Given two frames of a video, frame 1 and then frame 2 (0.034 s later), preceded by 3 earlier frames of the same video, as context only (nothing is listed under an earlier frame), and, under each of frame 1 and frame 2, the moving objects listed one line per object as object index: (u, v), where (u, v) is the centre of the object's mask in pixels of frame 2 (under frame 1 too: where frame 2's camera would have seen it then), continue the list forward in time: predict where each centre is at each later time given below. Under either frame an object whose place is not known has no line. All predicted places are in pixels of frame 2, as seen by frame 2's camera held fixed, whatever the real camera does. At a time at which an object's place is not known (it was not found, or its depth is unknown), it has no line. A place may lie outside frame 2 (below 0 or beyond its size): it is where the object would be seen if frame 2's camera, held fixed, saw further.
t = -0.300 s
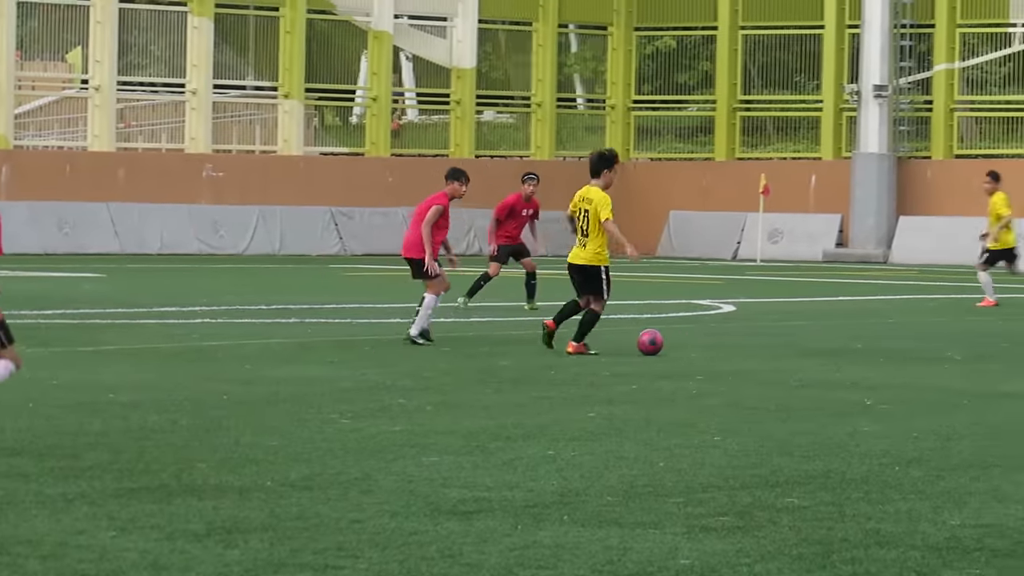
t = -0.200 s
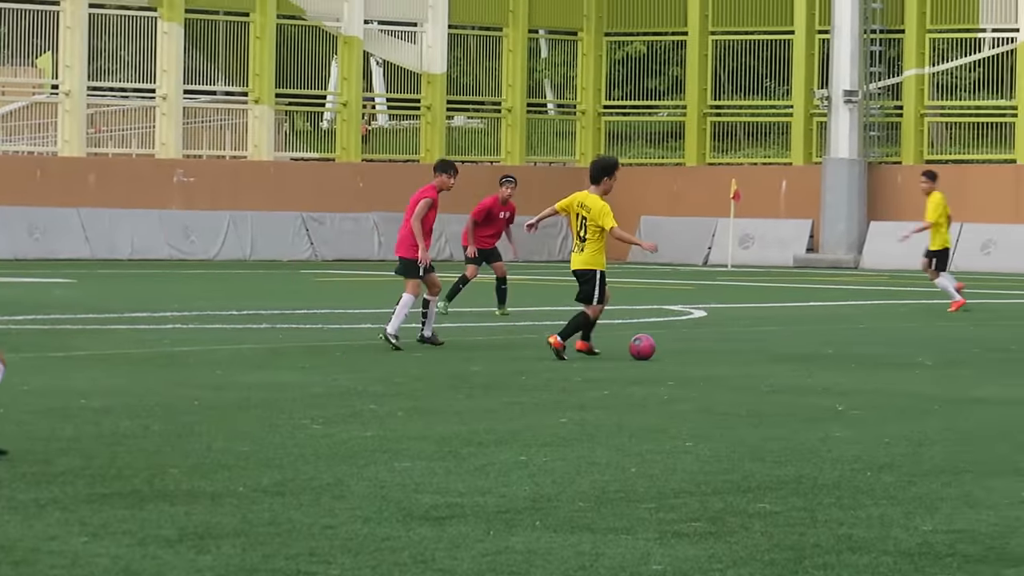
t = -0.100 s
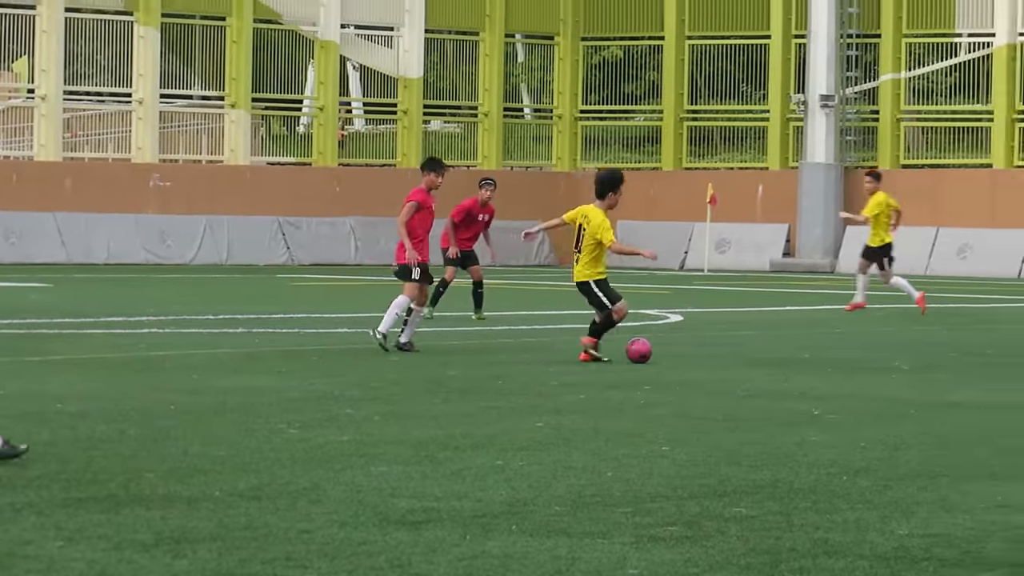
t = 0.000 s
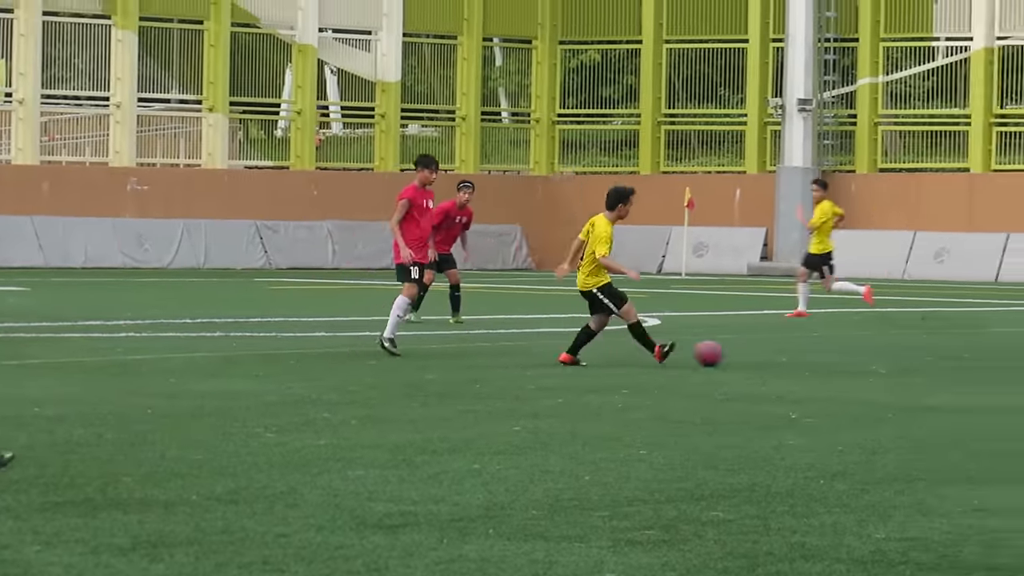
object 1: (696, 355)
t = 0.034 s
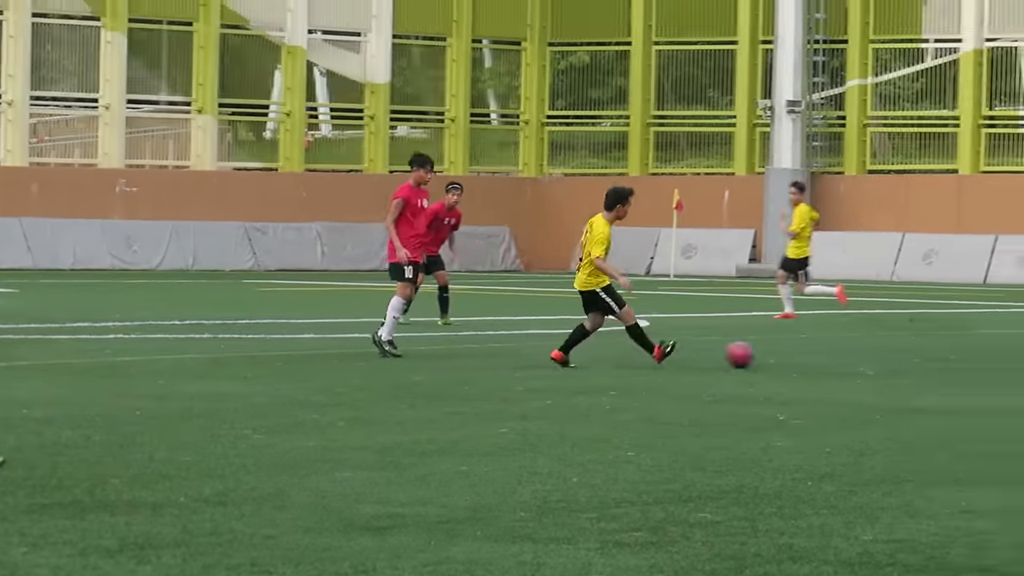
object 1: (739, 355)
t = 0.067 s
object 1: (782, 356)
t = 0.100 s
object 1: (821, 355)
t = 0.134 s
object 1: (860, 354)
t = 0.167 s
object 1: (897, 355)
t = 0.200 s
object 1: (934, 357)
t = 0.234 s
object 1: (967, 356)
